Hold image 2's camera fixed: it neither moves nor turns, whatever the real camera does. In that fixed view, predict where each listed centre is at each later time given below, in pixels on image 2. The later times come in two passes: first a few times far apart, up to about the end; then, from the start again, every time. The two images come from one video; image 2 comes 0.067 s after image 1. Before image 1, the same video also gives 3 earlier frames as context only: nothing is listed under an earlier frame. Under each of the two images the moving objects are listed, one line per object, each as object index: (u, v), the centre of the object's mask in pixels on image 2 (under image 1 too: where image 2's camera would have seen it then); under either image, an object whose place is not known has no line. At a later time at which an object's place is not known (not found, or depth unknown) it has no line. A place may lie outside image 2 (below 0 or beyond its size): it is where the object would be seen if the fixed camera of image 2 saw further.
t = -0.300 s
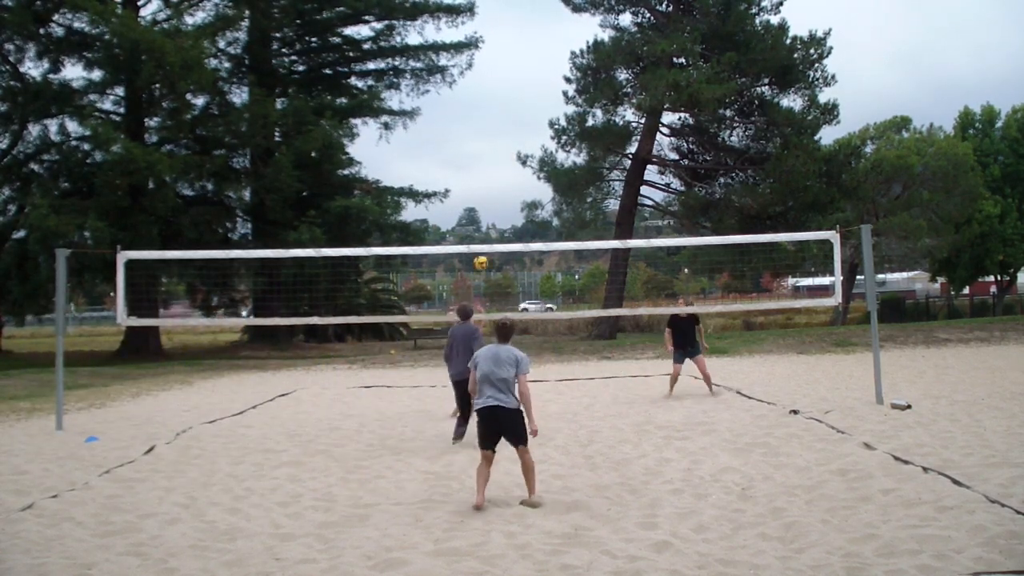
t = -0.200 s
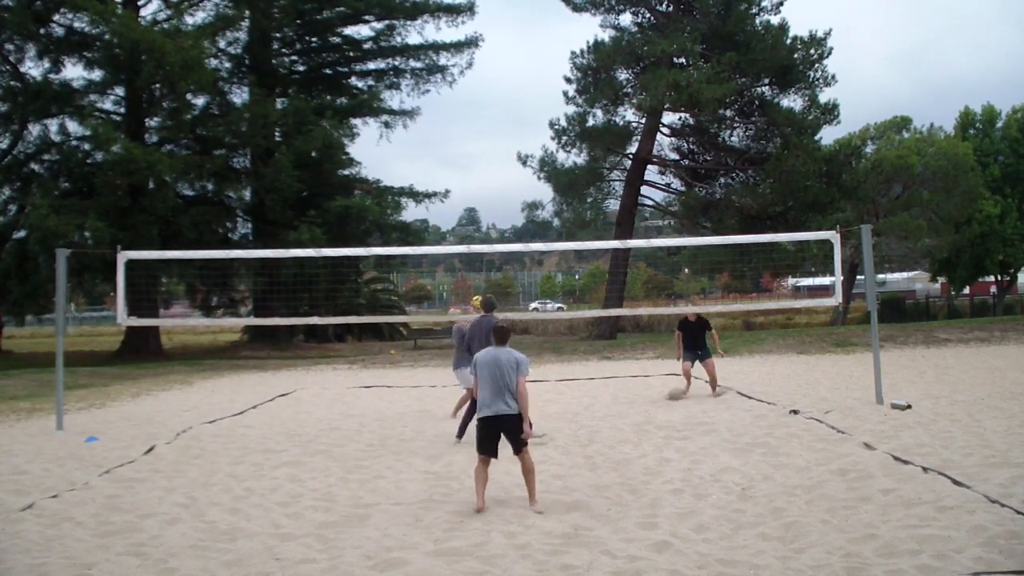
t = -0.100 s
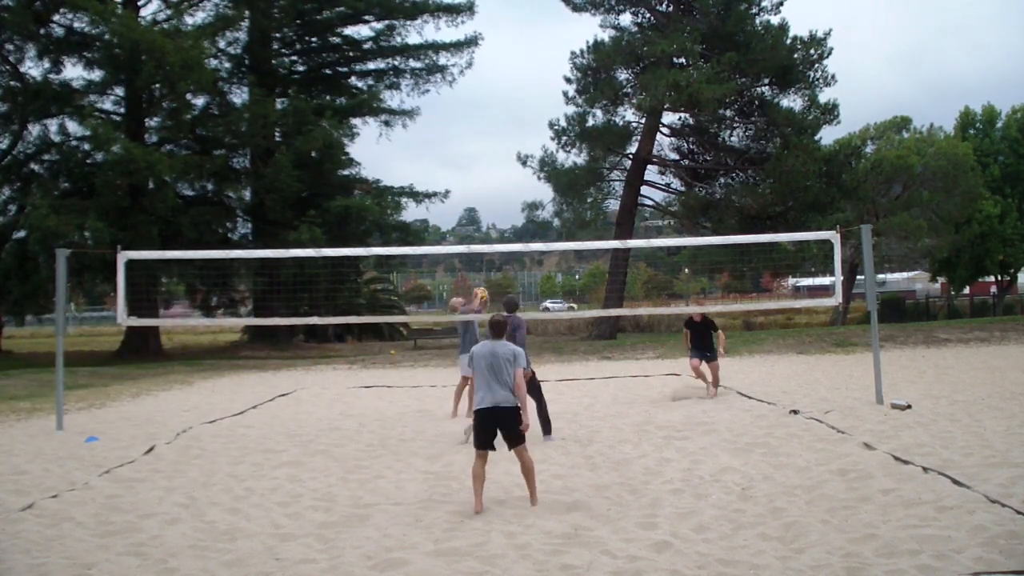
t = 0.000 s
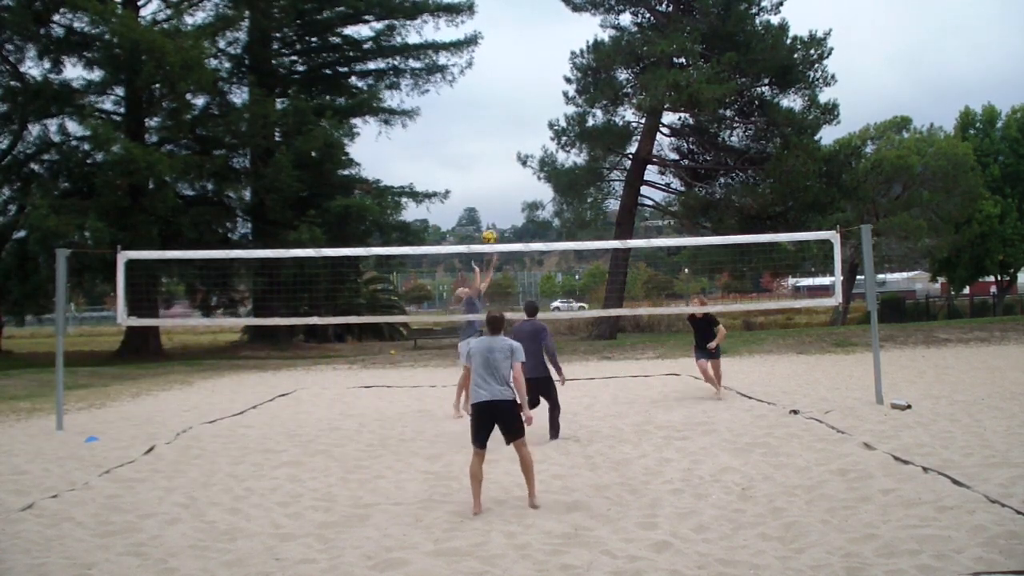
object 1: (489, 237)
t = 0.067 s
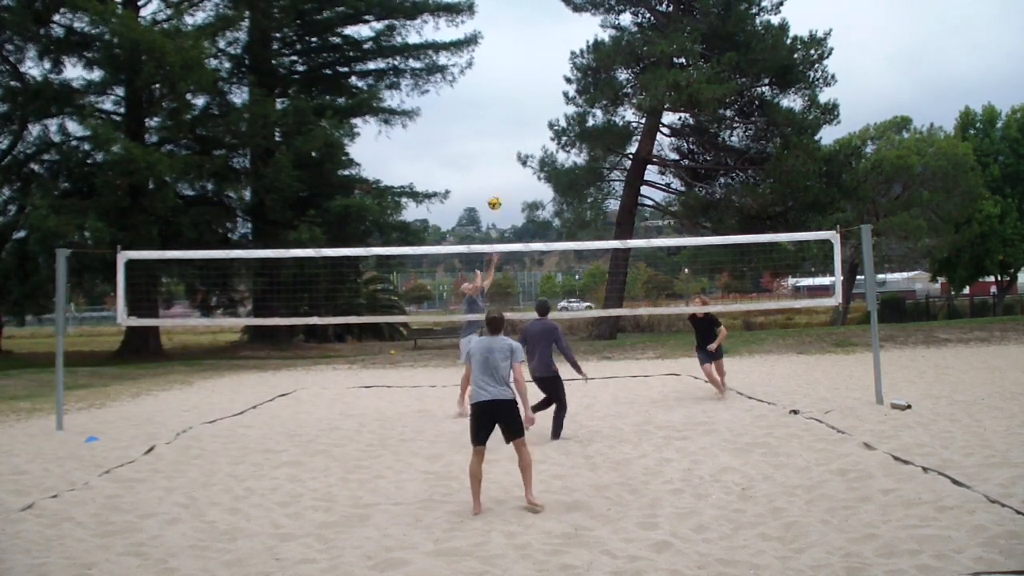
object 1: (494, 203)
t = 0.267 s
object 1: (511, 121)
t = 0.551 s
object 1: (536, 53)
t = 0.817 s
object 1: (560, 38)
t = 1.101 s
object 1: (587, 70)
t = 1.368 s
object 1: (612, 146)
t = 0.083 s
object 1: (495, 195)
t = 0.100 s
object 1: (497, 187)
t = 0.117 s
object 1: (498, 180)
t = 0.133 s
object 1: (499, 172)
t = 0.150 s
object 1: (501, 165)
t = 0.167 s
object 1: (502, 158)
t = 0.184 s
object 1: (504, 151)
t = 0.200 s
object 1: (505, 145)
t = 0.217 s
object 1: (507, 138)
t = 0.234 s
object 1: (508, 132)
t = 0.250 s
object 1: (509, 126)
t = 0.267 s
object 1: (511, 121)
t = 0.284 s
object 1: (512, 115)
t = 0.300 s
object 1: (514, 109)
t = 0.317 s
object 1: (516, 105)
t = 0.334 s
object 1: (517, 99)
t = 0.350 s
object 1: (518, 95)
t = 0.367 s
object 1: (520, 90)
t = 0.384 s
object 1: (521, 86)
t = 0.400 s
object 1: (523, 82)
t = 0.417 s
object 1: (524, 78)
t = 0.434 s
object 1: (526, 74)
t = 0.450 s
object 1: (527, 70)
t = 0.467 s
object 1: (529, 67)
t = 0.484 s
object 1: (531, 64)
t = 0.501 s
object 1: (532, 61)
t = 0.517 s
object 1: (534, 58)
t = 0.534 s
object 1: (535, 55)
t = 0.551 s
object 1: (536, 53)
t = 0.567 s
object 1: (538, 50)
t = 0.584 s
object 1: (540, 48)
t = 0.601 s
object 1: (541, 46)
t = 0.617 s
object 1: (542, 45)
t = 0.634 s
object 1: (544, 43)
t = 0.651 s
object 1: (545, 41)
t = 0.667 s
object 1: (547, 41)
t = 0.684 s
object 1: (549, 40)
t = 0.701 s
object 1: (550, 39)
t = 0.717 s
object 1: (552, 38)
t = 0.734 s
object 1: (553, 38)
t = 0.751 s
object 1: (554, 37)
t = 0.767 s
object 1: (556, 37)
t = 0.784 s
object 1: (558, 37)
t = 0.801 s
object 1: (559, 38)
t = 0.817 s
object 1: (560, 38)
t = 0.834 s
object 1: (562, 38)
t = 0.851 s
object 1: (563, 39)
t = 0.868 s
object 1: (565, 40)
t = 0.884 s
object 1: (567, 41)
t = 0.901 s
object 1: (568, 42)
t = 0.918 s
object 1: (570, 44)
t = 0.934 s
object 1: (571, 45)
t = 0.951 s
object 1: (573, 47)
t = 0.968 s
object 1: (575, 50)
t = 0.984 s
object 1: (576, 52)
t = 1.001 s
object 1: (577, 53)
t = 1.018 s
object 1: (577, 56)
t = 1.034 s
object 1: (578, 57)
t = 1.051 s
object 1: (582, 60)
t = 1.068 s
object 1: (583, 64)
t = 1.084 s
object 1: (586, 67)
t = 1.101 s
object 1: (587, 70)
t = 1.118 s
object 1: (589, 73)
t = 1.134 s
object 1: (590, 77)
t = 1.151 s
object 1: (592, 81)
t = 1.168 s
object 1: (594, 85)
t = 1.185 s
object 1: (595, 89)
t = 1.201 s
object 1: (597, 93)
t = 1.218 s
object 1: (598, 97)
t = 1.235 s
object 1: (600, 102)
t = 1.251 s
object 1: (601, 108)
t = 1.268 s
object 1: (604, 112)
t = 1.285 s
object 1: (605, 118)
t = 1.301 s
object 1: (607, 123)
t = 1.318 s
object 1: (607, 128)
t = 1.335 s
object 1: (609, 134)
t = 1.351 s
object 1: (611, 140)
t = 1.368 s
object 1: (612, 146)
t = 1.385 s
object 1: (614, 153)
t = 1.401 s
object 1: (616, 159)
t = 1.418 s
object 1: (617, 165)
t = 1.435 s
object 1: (619, 172)
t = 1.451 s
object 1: (620, 179)
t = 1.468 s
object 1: (622, 185)
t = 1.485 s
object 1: (623, 193)
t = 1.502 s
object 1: (625, 200)
